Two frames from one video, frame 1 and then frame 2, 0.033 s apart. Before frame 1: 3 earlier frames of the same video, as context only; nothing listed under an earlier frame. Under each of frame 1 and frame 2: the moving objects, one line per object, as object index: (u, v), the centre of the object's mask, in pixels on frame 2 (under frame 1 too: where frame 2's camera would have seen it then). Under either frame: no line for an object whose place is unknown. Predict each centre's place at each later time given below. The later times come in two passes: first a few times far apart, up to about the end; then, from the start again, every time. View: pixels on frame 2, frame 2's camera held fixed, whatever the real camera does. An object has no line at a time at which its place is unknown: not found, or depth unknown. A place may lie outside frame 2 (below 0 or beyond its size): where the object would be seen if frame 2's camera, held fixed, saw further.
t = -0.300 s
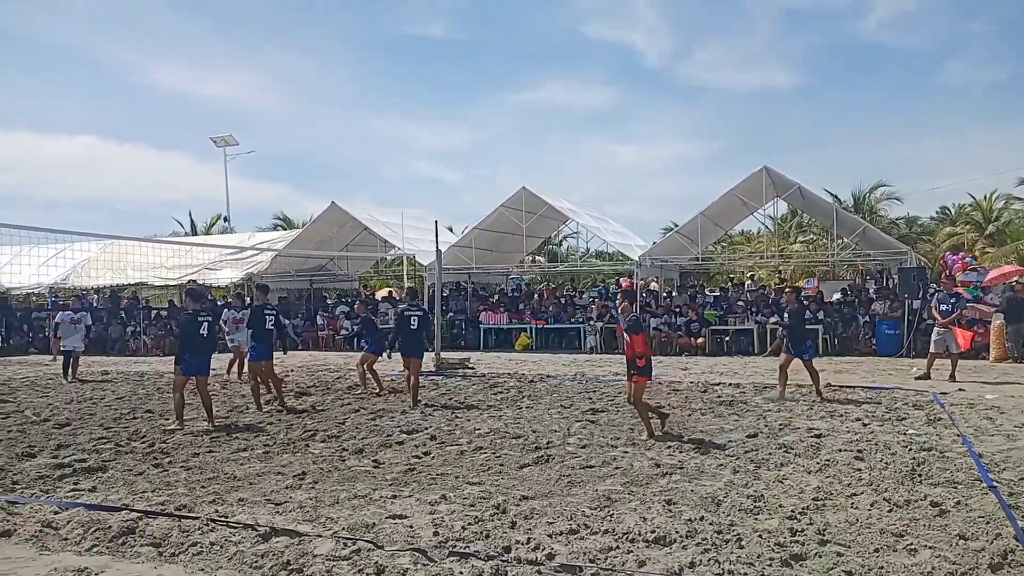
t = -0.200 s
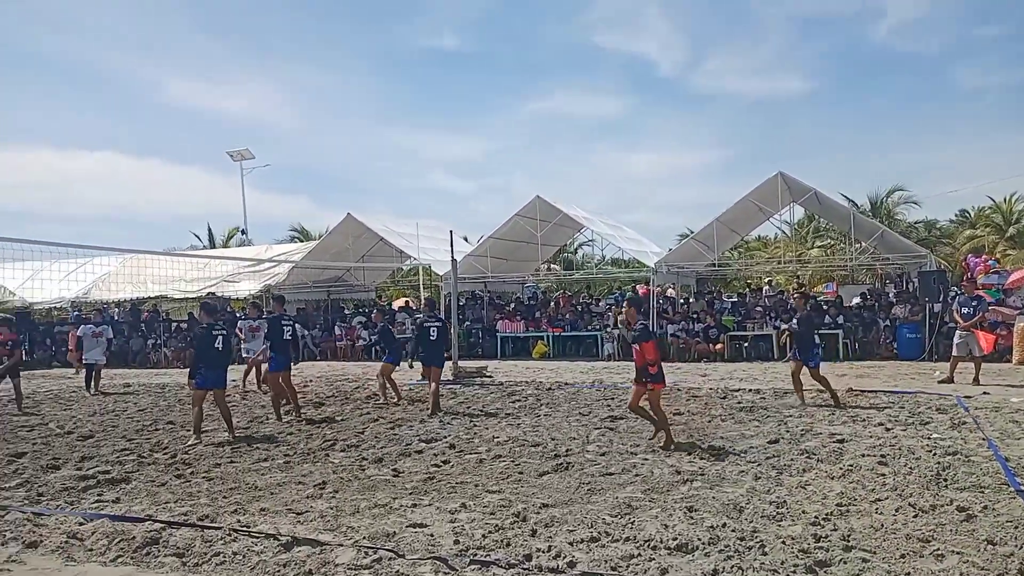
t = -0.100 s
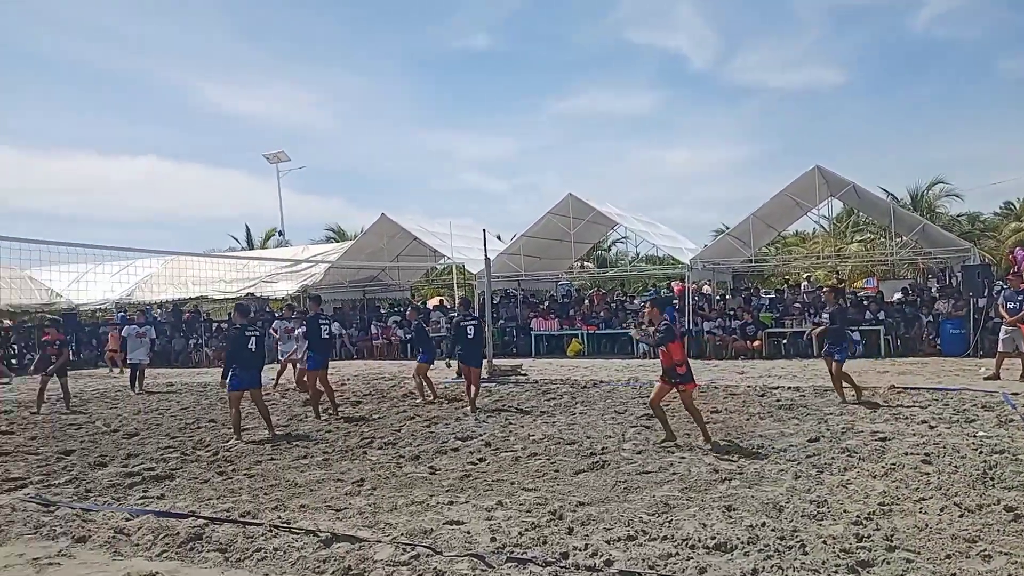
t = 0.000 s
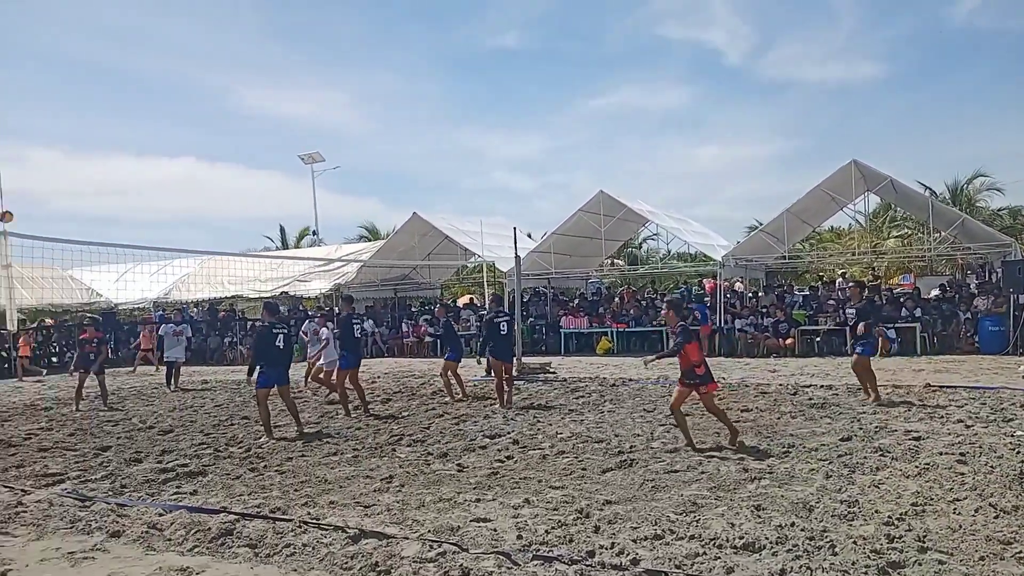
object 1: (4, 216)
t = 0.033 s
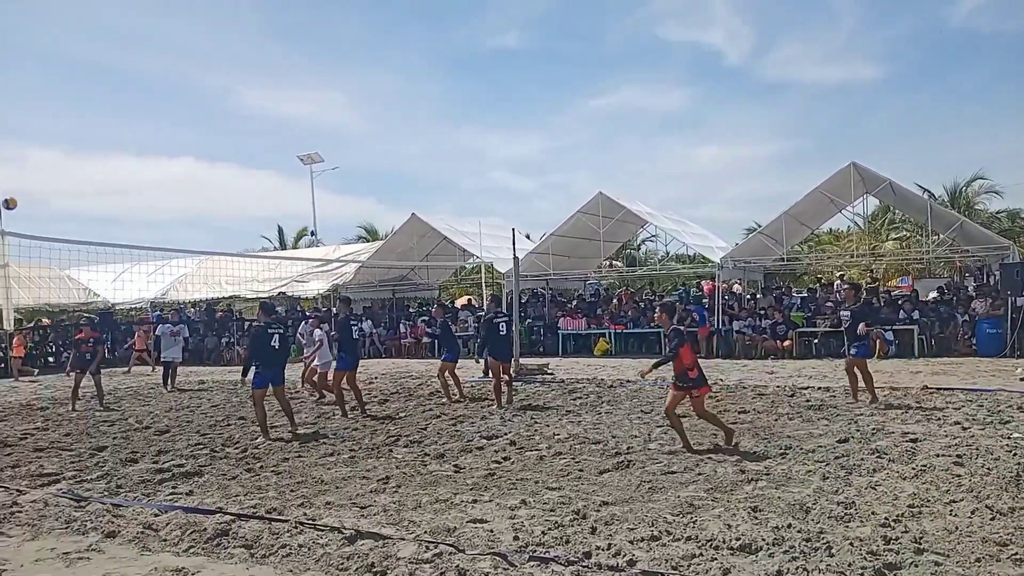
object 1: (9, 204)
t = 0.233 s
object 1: (43, 142)
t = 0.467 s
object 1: (87, 100)
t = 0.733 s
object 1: (140, 96)
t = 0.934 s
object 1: (183, 124)
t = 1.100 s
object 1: (222, 172)
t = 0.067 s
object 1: (15, 191)
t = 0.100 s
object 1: (20, 181)
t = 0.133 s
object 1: (25, 170)
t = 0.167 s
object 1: (31, 160)
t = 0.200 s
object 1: (37, 150)
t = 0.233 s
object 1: (43, 142)
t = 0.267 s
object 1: (49, 133)
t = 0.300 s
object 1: (55, 126)
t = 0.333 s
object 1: (61, 120)
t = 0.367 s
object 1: (68, 114)
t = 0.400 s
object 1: (74, 109)
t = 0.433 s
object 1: (80, 104)
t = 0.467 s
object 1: (87, 100)
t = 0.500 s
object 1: (93, 97)
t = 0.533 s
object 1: (98, 95)
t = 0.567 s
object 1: (105, 93)
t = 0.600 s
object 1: (115, 92)
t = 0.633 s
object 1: (122, 91)
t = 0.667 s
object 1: (128, 92)
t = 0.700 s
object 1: (134, 93)
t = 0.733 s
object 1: (140, 96)
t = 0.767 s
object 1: (148, 99)
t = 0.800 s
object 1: (155, 102)
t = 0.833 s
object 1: (162, 106)
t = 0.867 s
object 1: (169, 111)
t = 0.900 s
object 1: (176, 117)
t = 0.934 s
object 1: (183, 124)
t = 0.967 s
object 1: (190, 132)
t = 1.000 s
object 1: (198, 141)
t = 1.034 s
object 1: (206, 150)
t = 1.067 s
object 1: (214, 161)
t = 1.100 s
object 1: (222, 172)
